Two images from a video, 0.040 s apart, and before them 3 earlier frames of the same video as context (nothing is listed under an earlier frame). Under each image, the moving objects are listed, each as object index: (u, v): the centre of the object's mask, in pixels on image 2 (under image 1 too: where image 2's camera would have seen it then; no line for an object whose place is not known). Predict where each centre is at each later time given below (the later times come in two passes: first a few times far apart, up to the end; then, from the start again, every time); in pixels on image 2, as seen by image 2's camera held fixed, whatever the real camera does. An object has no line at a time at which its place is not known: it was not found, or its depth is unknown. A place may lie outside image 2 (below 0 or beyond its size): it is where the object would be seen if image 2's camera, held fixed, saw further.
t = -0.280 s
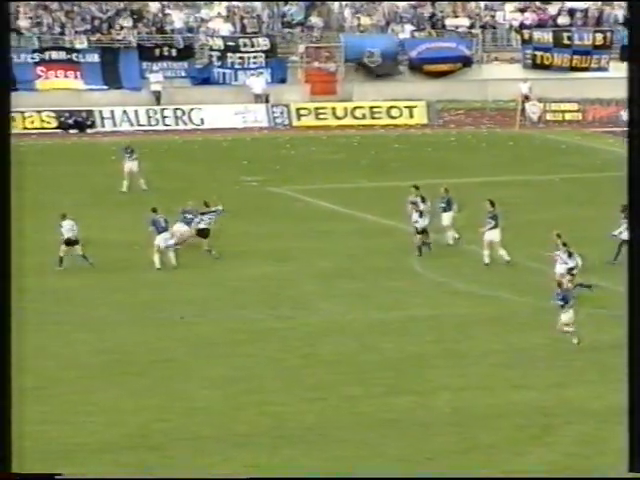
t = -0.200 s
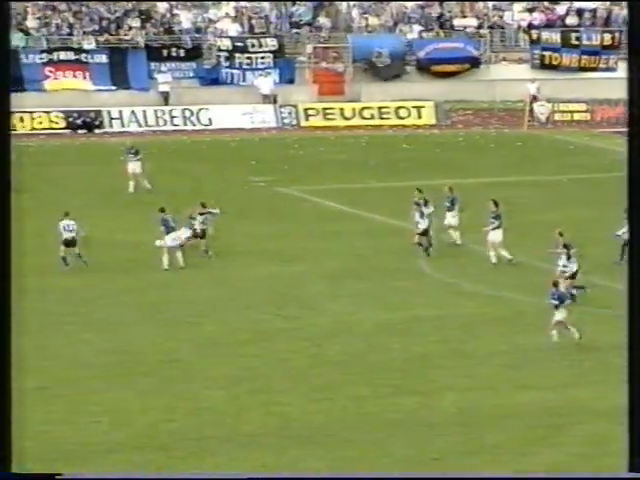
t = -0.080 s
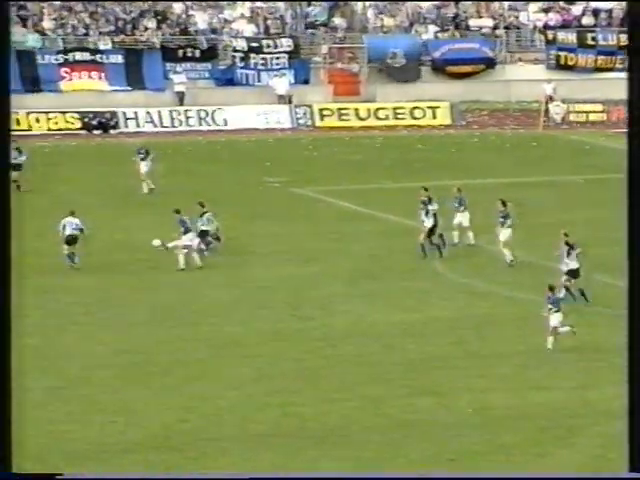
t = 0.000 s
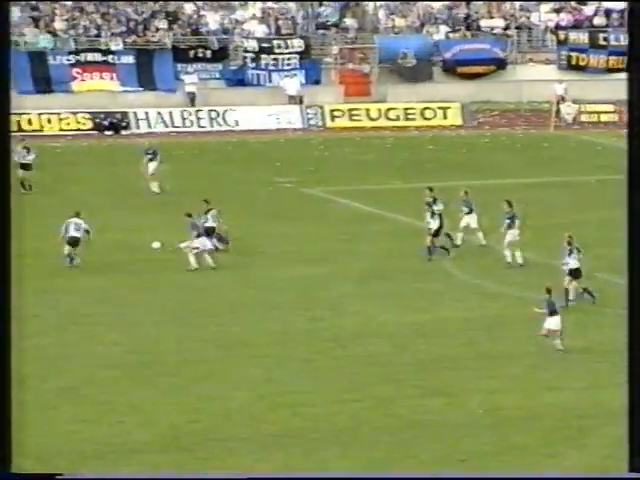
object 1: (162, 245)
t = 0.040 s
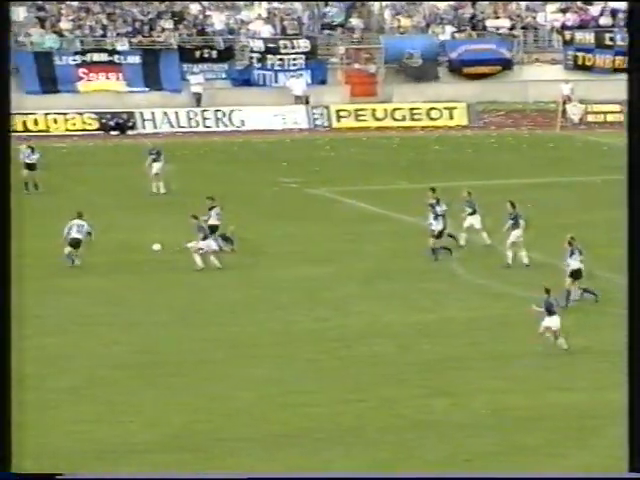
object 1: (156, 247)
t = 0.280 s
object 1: (126, 270)
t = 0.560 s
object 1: (109, 275)
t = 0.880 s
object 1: (93, 296)
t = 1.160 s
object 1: (83, 296)
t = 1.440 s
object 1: (69, 311)
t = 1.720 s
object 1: (60, 323)
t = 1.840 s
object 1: (57, 328)
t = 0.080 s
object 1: (150, 249)
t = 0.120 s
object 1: (139, 251)
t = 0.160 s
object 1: (135, 254)
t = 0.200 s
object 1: (133, 259)
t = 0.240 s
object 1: (130, 264)
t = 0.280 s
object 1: (126, 270)
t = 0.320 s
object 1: (122, 276)
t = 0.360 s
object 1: (117, 280)
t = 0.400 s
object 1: (116, 278)
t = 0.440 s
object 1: (115, 276)
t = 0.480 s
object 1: (113, 275)
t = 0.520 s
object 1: (111, 275)
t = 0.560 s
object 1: (109, 275)
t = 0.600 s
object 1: (107, 276)
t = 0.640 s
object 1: (105, 277)
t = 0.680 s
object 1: (103, 279)
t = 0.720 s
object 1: (101, 282)
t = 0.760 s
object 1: (99, 286)
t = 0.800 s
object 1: (97, 290)
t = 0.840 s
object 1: (95, 295)
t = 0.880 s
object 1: (93, 296)
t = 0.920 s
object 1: (92, 294)
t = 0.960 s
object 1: (89, 293)
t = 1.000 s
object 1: (89, 293)
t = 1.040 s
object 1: (87, 293)
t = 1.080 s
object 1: (85, 293)
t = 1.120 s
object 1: (84, 295)
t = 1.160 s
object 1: (83, 296)
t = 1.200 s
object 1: (80, 299)
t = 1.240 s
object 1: (79, 303)
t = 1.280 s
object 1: (78, 306)
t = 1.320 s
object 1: (76, 311)
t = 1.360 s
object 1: (73, 311)
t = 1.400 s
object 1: (72, 311)
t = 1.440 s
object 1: (69, 311)
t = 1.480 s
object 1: (68, 313)
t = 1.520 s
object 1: (67, 315)
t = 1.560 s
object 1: (66, 318)
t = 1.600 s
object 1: (63, 320)
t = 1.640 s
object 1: (62, 321)
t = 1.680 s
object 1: (60, 322)
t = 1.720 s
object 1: (60, 323)
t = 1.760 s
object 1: (59, 325)
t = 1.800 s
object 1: (58, 327)
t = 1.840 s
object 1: (57, 328)
